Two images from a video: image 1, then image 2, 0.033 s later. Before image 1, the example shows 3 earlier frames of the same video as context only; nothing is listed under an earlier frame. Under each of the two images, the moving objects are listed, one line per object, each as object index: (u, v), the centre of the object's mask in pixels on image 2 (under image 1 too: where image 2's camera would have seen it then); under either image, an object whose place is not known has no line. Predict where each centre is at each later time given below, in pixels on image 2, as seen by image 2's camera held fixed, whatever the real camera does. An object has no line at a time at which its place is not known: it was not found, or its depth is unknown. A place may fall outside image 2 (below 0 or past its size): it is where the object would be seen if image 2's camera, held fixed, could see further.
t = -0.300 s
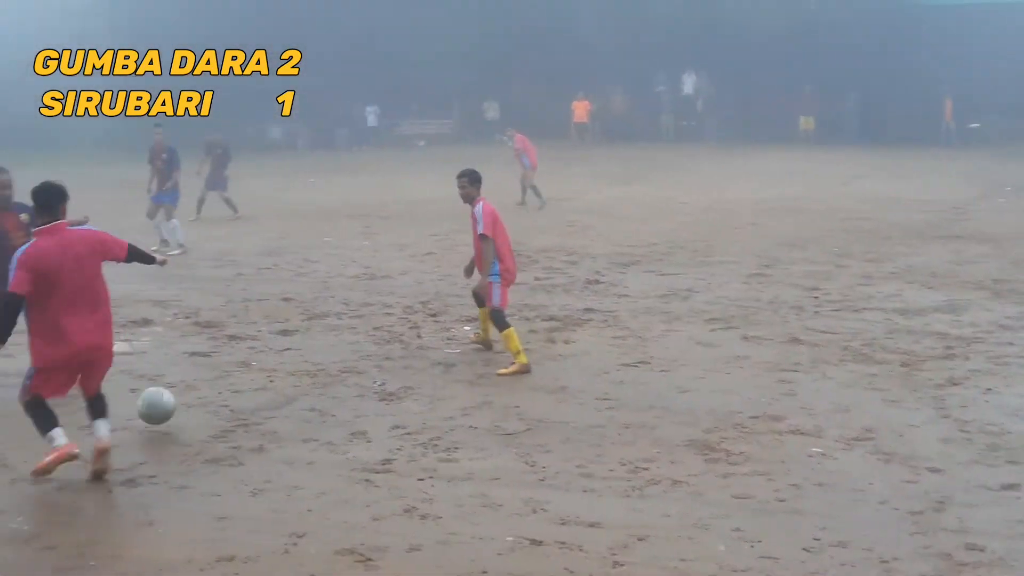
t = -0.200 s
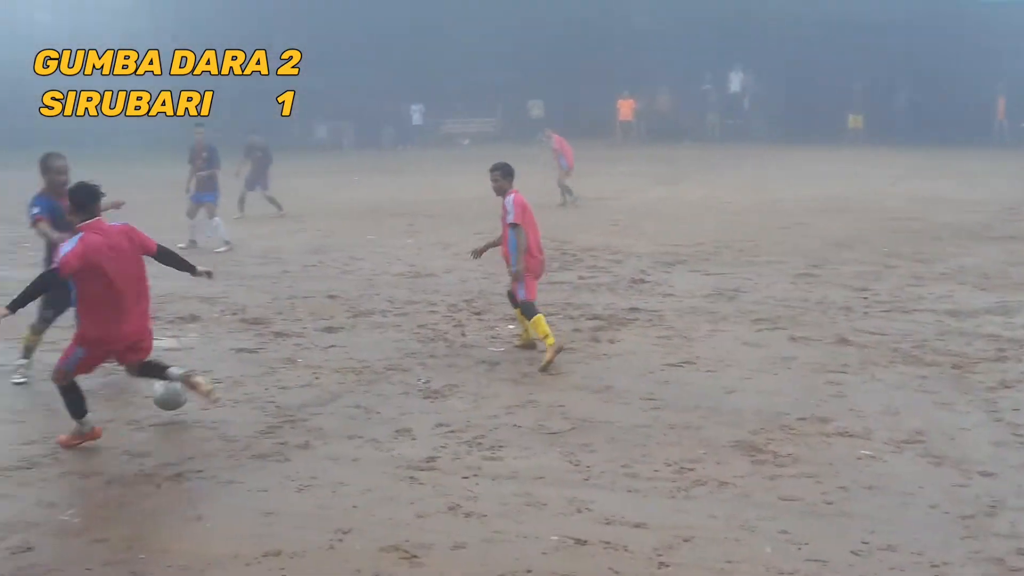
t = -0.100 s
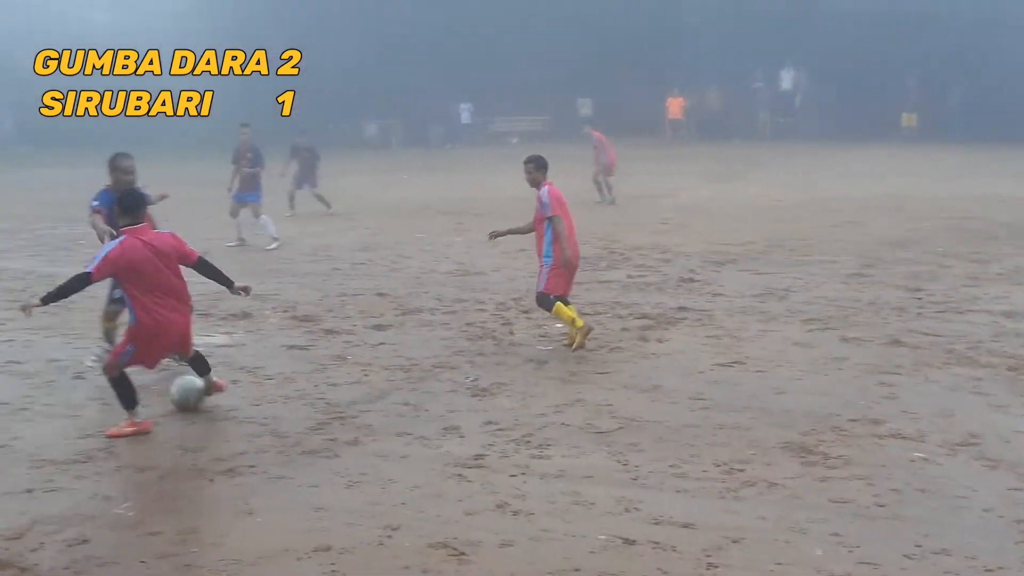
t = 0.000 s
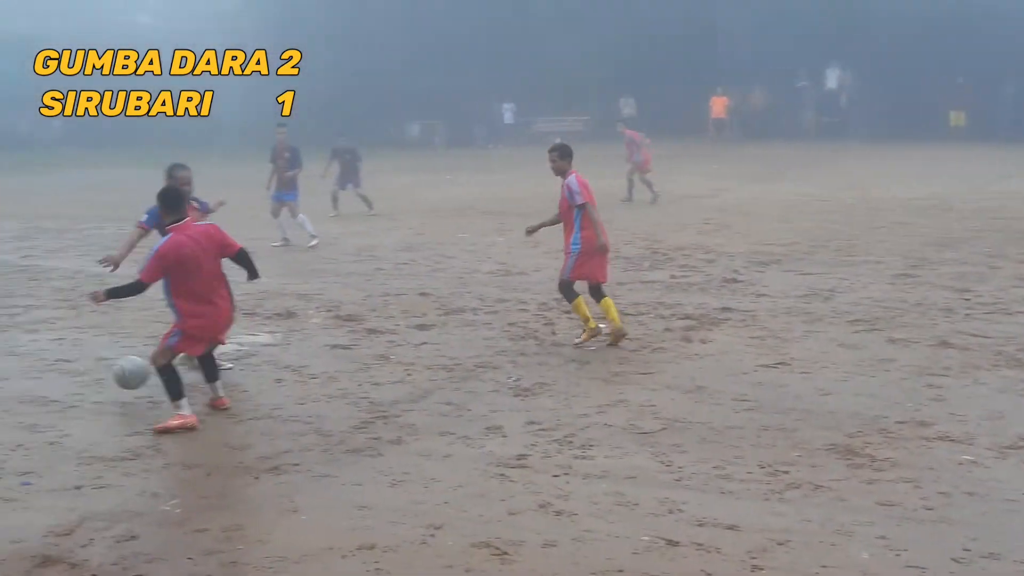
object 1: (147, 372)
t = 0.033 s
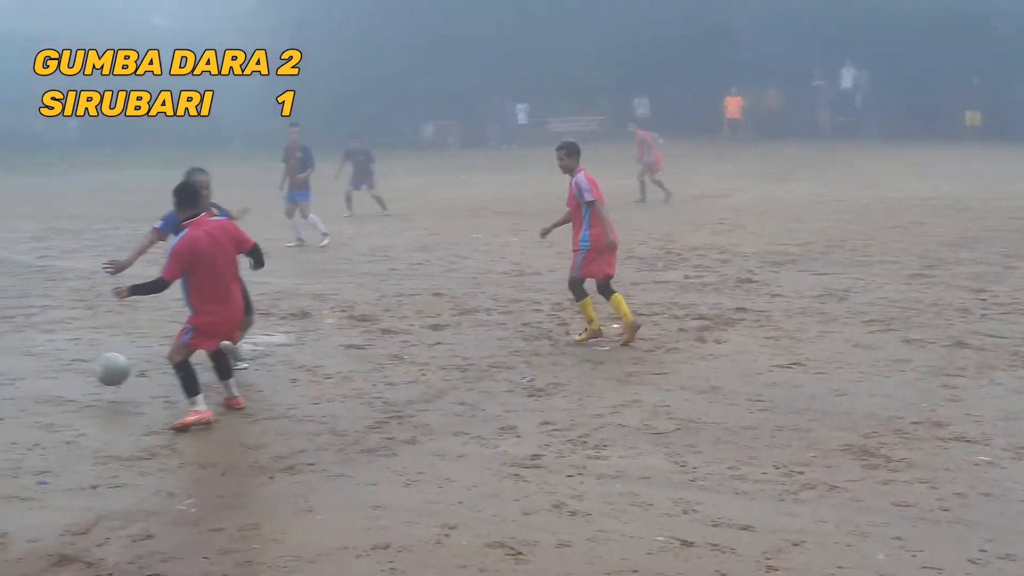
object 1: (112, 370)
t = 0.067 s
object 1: (78, 369)
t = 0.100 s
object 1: (45, 369)
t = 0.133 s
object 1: (13, 371)
